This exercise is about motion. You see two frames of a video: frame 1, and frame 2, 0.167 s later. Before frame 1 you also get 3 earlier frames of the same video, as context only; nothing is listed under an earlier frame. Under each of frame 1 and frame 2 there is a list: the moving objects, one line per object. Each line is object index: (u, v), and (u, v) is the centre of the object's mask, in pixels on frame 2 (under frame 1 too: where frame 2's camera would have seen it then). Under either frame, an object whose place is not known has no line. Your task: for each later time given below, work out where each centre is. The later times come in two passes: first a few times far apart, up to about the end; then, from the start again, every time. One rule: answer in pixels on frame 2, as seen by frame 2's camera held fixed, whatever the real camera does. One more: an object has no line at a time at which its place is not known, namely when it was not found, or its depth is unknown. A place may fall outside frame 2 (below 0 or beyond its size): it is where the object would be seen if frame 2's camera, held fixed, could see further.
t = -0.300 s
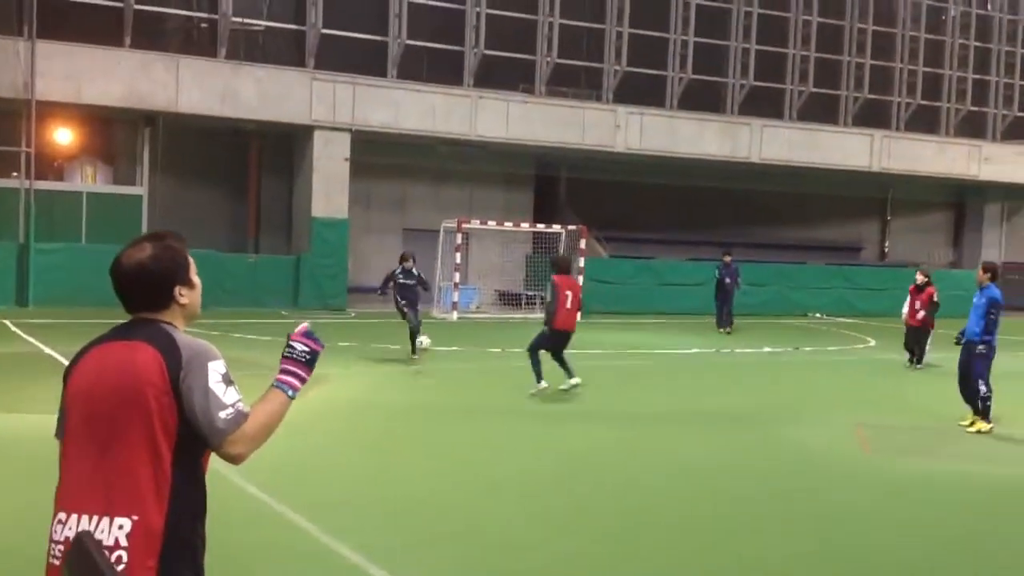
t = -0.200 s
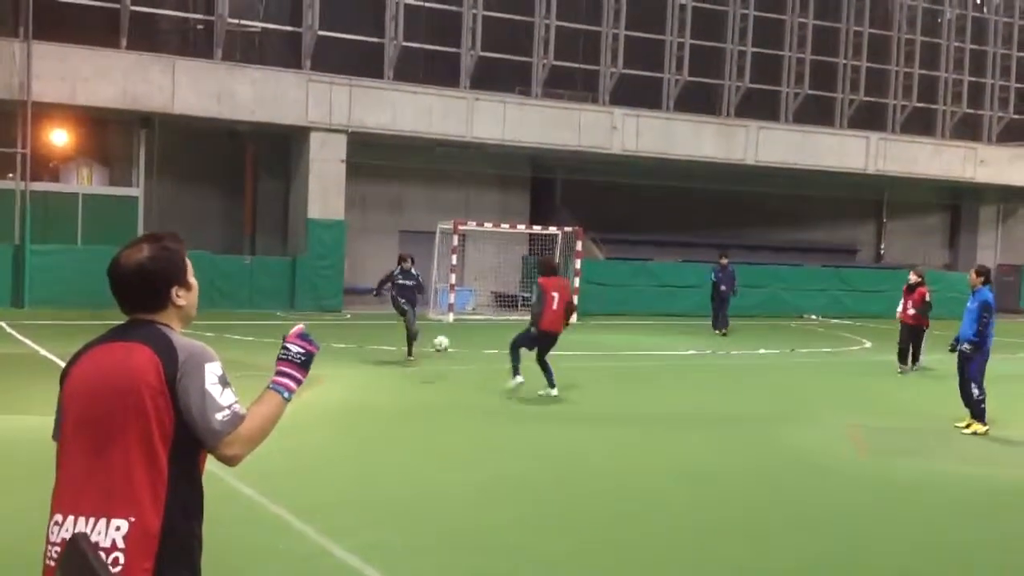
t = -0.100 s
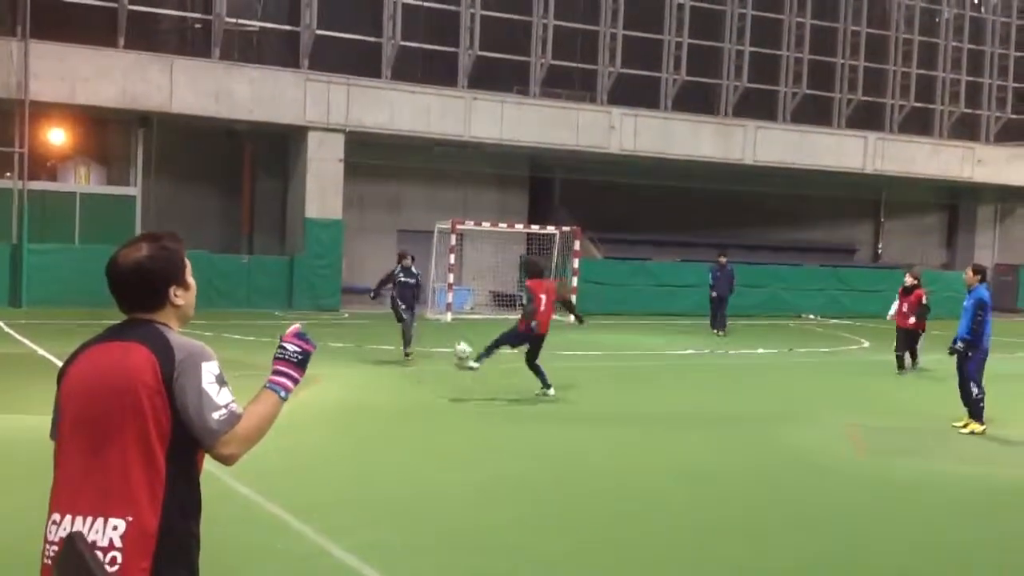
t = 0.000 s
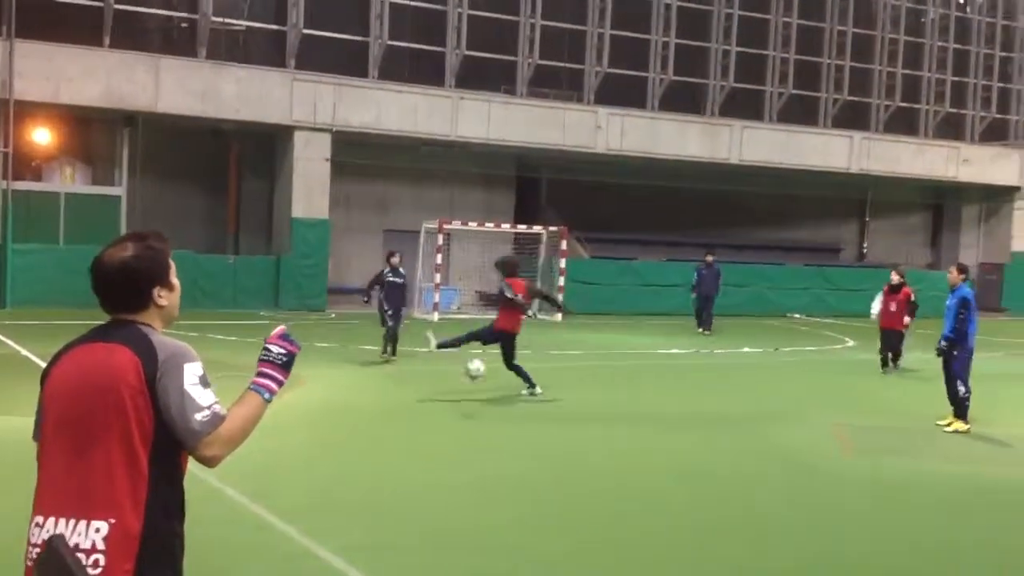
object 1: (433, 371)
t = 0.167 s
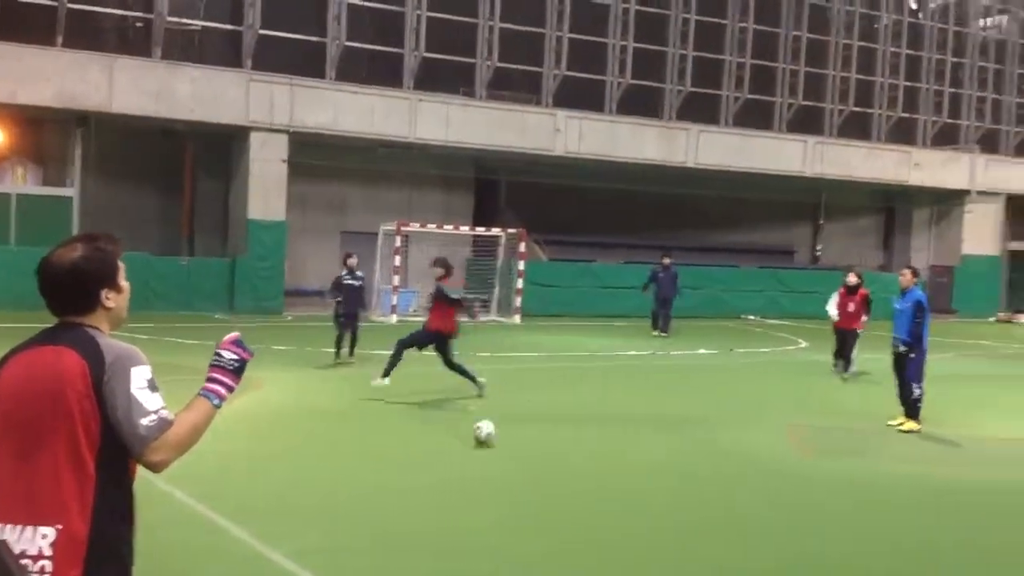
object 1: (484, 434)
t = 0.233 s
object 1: (504, 432)
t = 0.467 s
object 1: (587, 487)
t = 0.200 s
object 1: (494, 432)
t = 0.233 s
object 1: (504, 432)
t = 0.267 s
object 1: (514, 434)
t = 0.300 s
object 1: (526, 438)
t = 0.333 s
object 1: (536, 443)
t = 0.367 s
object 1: (548, 451)
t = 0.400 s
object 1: (560, 461)
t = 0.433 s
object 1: (573, 472)
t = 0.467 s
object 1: (587, 487)
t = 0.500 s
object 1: (600, 505)
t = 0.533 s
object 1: (613, 510)
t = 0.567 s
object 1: (627, 513)
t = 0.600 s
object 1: (640, 519)
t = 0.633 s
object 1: (651, 528)
